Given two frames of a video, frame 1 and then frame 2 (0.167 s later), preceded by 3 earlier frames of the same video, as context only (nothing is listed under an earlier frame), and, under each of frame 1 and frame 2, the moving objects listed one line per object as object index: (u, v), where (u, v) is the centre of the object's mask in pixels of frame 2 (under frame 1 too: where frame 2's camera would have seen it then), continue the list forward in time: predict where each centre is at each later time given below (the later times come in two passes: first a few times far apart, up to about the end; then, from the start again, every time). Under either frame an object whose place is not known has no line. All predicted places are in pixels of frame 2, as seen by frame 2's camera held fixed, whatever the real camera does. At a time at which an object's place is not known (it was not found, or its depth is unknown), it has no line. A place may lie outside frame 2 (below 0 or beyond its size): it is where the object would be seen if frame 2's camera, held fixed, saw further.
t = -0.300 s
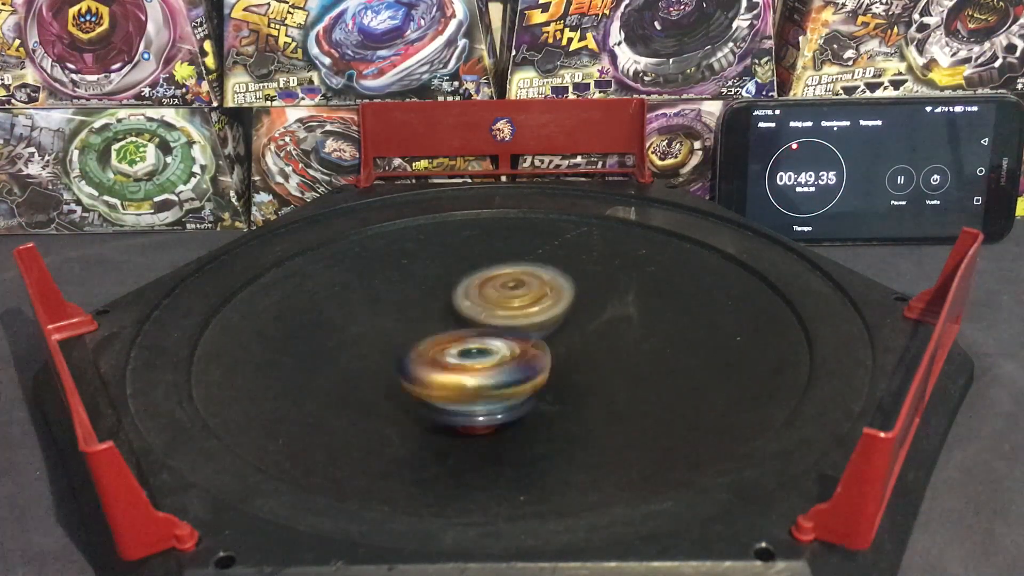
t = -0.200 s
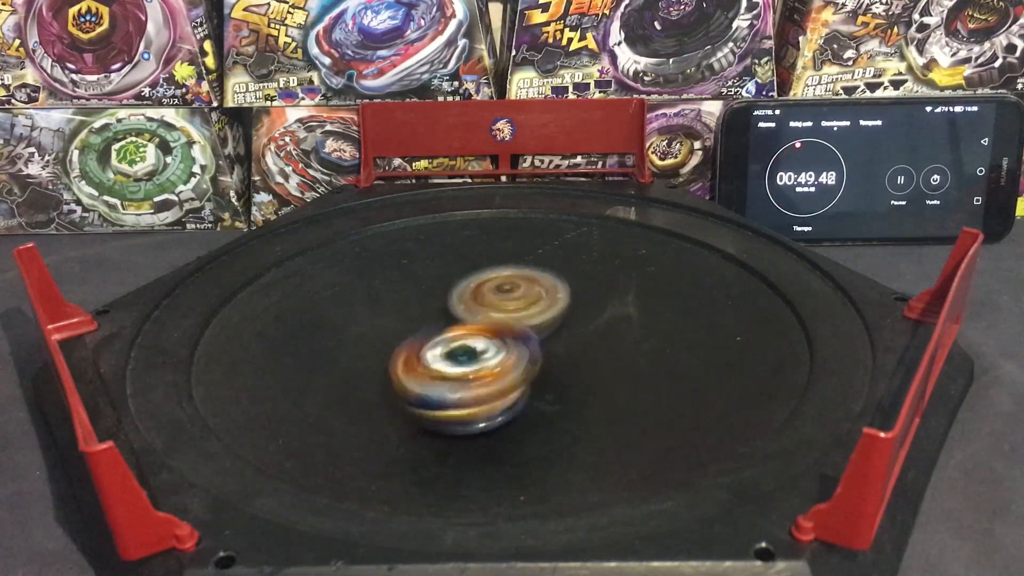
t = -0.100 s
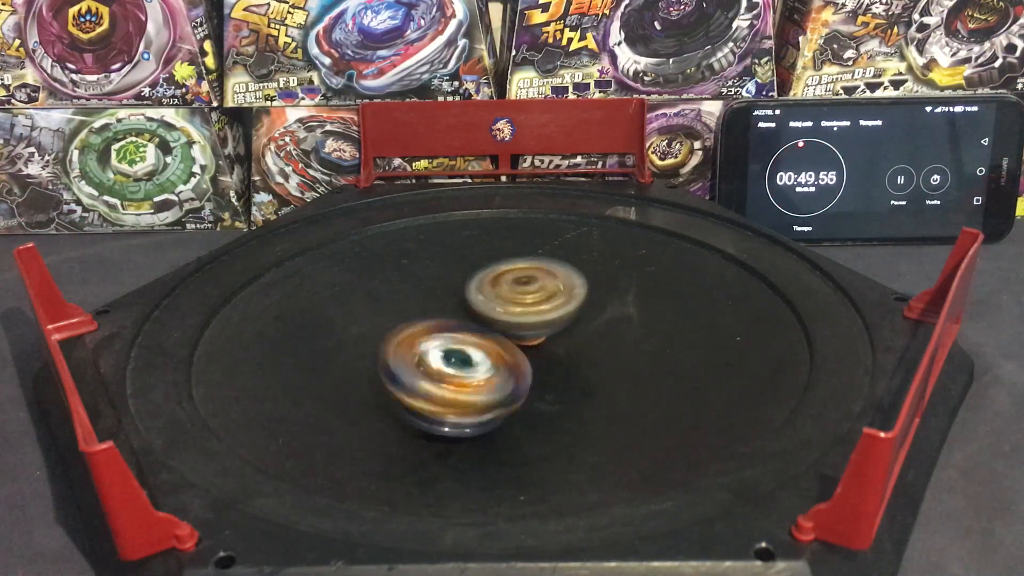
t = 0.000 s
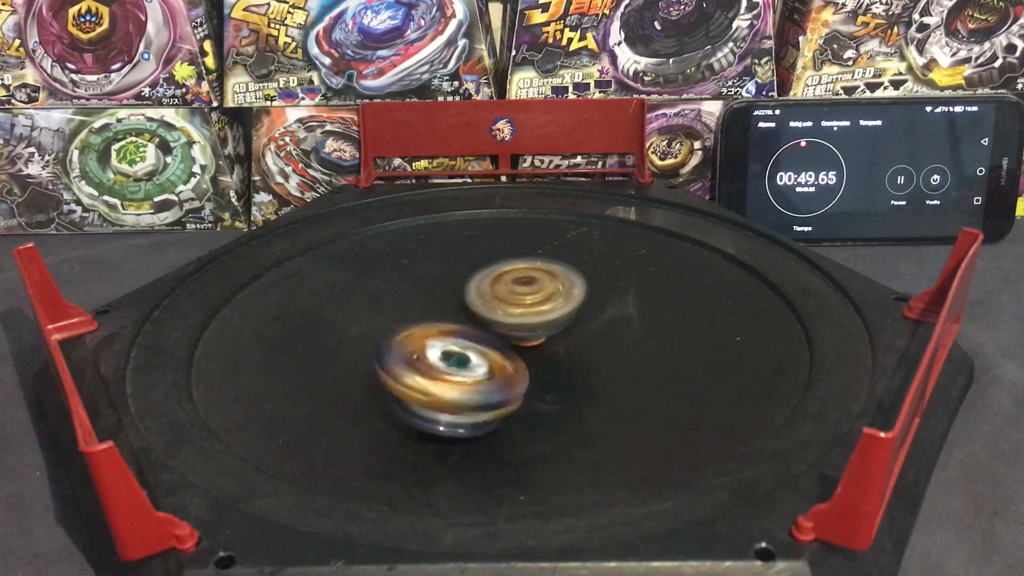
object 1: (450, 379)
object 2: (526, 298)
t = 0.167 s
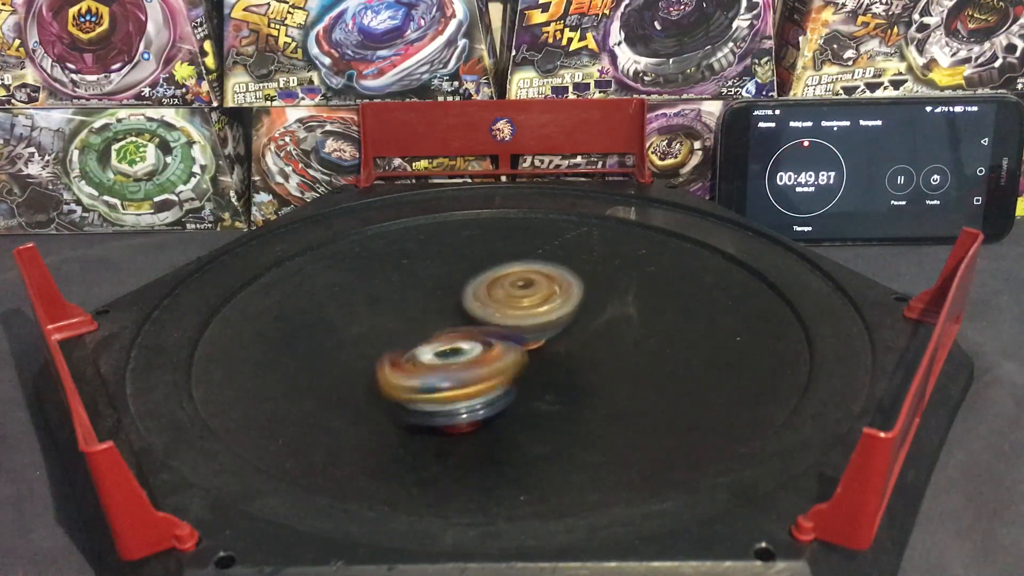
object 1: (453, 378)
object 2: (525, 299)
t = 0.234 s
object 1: (454, 373)
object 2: (524, 299)
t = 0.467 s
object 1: (441, 361)
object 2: (530, 299)
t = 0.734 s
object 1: (415, 372)
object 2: (548, 293)
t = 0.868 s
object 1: (415, 381)
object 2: (548, 293)
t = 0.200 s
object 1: (453, 376)
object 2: (525, 300)
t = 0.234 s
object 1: (454, 373)
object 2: (524, 299)
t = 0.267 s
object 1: (457, 369)
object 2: (525, 299)
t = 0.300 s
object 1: (452, 369)
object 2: (527, 298)
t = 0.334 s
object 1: (451, 366)
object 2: (531, 297)
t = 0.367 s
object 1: (451, 364)
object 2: (531, 297)
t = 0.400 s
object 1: (450, 362)
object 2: (531, 297)
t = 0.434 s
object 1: (448, 361)
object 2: (530, 298)
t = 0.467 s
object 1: (441, 361)
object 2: (530, 299)
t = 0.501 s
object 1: (438, 361)
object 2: (530, 299)
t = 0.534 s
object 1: (437, 361)
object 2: (530, 300)
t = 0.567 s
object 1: (439, 362)
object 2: (527, 300)
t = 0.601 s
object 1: (442, 363)
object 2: (527, 301)
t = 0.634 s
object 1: (442, 362)
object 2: (529, 301)
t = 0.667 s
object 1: (431, 368)
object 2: (540, 296)
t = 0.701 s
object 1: (425, 371)
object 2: (547, 293)
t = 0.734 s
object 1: (415, 372)
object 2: (548, 293)
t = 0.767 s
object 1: (410, 373)
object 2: (548, 292)
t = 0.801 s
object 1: (412, 376)
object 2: (549, 292)
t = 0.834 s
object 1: (414, 379)
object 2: (548, 293)
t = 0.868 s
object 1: (415, 381)
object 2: (548, 293)
